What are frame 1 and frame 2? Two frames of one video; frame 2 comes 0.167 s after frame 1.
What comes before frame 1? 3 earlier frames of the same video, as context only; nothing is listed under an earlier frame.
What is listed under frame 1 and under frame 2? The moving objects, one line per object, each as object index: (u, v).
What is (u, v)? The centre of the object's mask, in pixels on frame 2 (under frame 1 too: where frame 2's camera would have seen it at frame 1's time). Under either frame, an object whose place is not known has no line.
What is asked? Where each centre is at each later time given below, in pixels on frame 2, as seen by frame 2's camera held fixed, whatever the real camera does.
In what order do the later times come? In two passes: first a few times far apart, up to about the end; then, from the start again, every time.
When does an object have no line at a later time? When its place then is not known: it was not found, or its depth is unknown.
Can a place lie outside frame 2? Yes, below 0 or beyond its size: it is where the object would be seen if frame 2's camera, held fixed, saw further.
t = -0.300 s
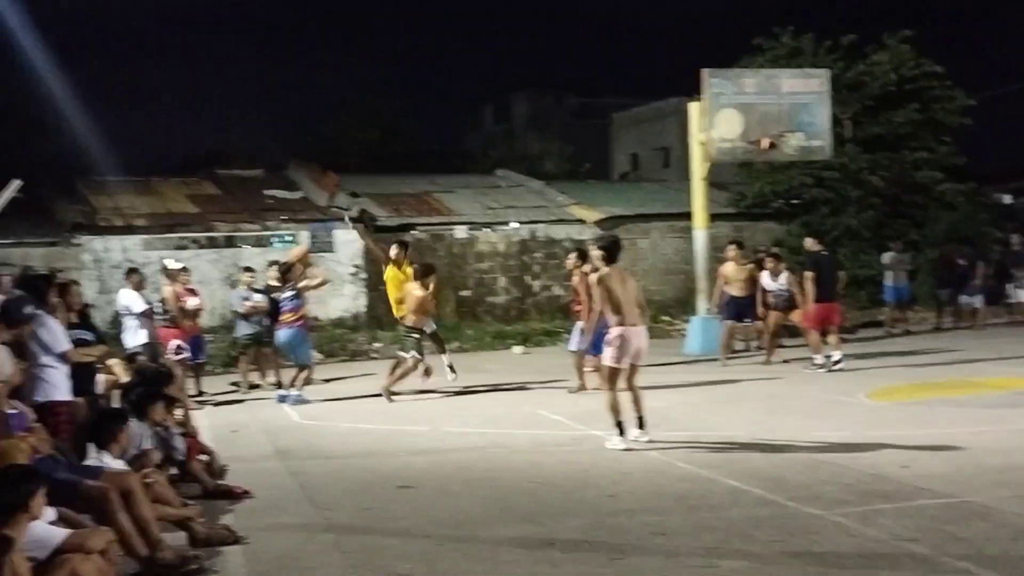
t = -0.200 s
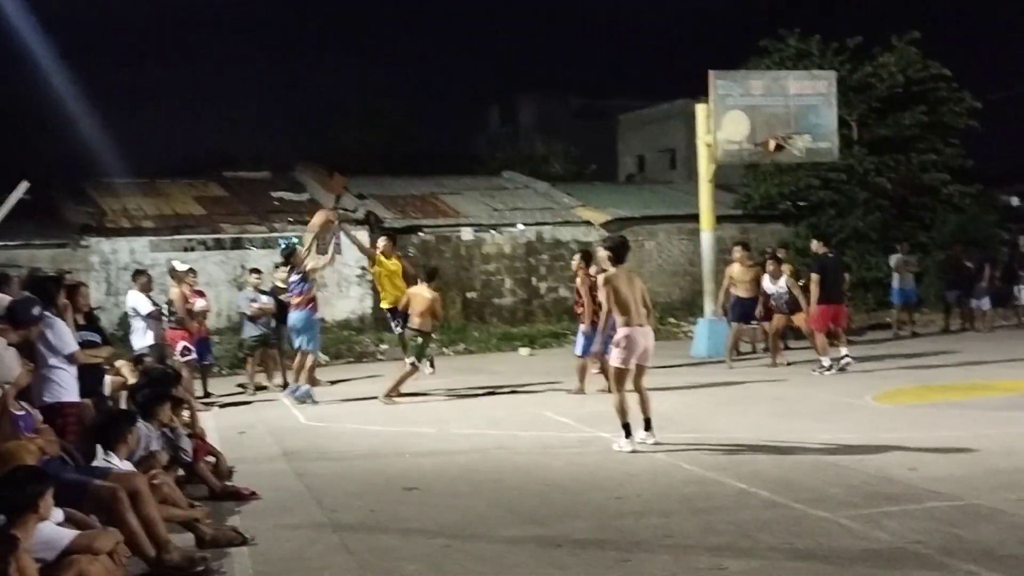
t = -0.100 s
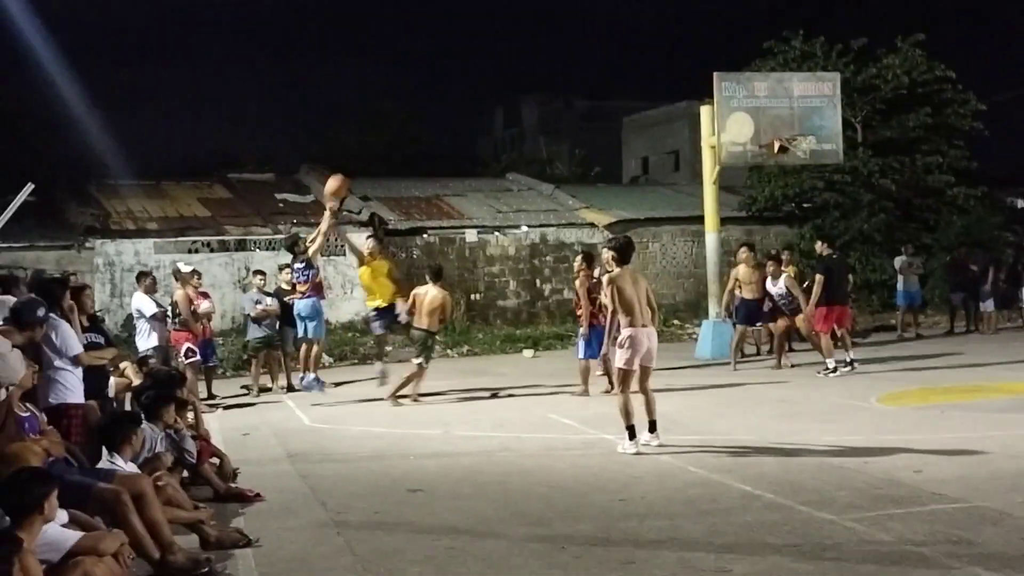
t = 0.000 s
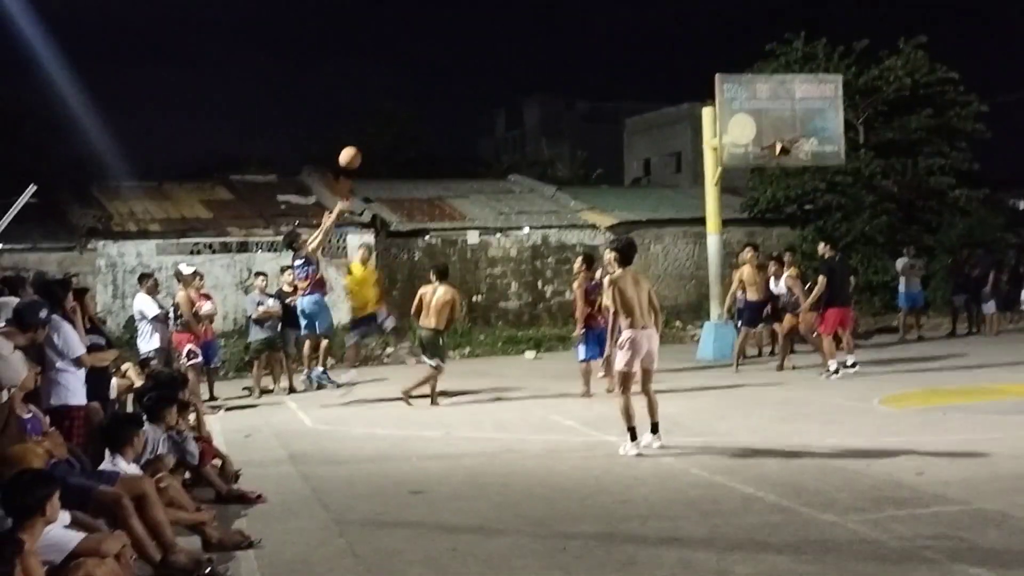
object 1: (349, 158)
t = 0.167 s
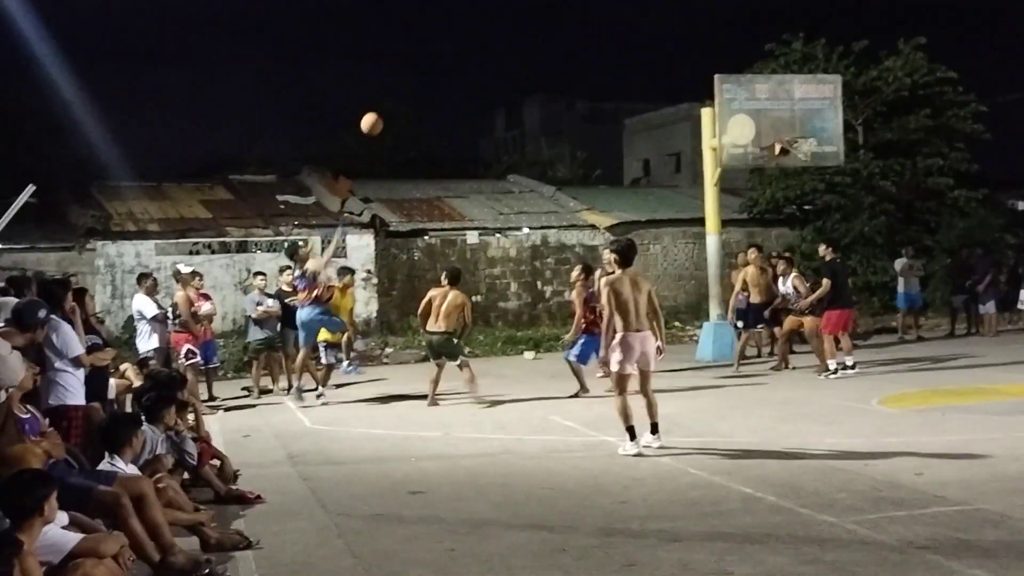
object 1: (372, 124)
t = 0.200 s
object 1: (376, 120)
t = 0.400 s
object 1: (405, 115)
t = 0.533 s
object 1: (424, 131)
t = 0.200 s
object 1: (376, 120)
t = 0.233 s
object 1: (381, 117)
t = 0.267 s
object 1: (385, 115)
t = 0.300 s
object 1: (390, 113)
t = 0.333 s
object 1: (394, 113)
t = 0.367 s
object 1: (400, 114)
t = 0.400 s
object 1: (405, 115)
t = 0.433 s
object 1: (410, 118)
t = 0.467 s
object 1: (414, 121)
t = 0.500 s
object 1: (419, 125)
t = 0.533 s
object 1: (424, 131)
